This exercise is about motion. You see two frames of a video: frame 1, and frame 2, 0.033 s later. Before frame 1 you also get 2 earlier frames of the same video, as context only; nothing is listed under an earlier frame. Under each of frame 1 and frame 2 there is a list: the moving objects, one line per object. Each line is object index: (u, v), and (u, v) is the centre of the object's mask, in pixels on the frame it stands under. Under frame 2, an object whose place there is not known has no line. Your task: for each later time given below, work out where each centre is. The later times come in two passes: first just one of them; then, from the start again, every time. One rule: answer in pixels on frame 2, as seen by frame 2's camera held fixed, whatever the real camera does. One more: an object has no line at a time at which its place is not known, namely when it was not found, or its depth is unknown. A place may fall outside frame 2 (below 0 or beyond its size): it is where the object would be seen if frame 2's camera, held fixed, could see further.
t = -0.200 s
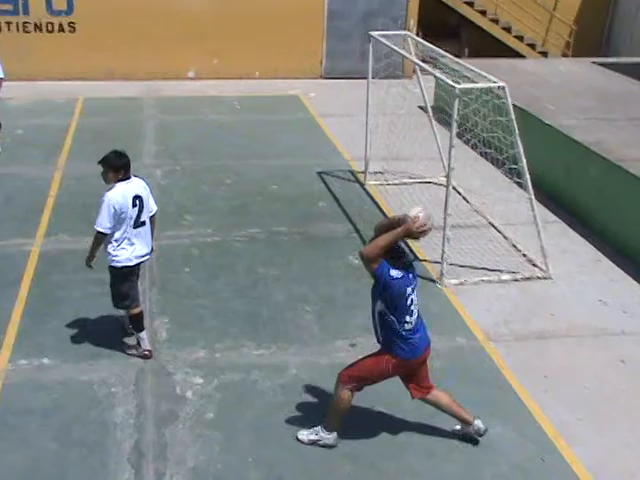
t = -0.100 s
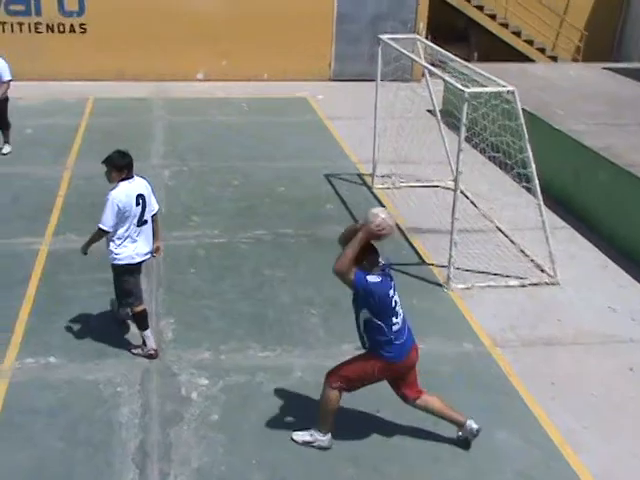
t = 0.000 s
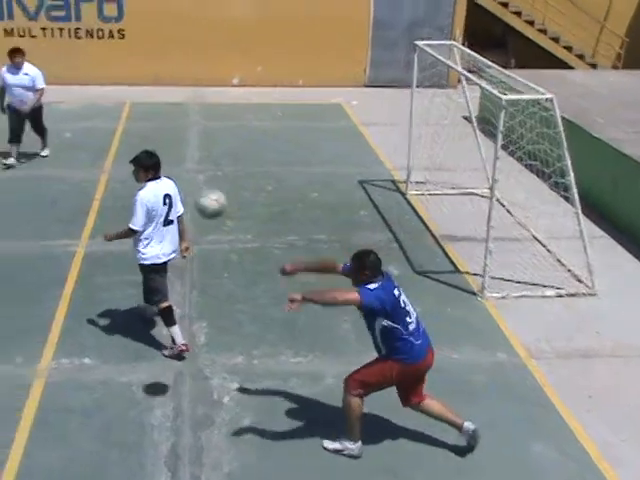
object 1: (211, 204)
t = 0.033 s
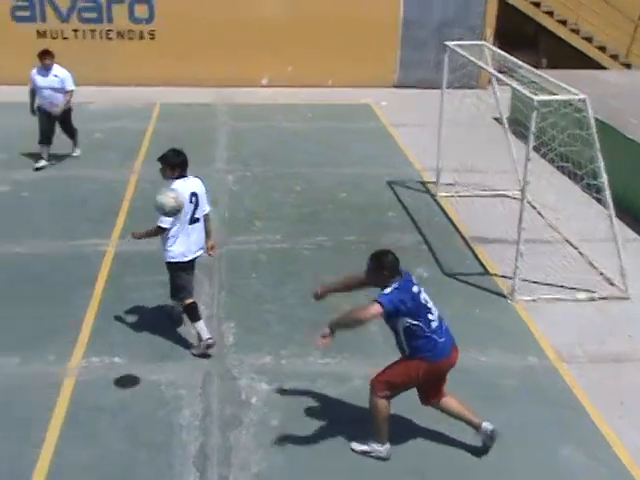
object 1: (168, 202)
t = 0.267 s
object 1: (-250, 222)
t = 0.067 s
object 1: (101, 201)
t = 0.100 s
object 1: (36, 201)
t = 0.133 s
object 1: (-26, 203)
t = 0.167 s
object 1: (-85, 206)
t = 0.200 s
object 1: (-143, 210)
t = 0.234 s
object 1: (-197, 216)
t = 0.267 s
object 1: (-250, 222)
